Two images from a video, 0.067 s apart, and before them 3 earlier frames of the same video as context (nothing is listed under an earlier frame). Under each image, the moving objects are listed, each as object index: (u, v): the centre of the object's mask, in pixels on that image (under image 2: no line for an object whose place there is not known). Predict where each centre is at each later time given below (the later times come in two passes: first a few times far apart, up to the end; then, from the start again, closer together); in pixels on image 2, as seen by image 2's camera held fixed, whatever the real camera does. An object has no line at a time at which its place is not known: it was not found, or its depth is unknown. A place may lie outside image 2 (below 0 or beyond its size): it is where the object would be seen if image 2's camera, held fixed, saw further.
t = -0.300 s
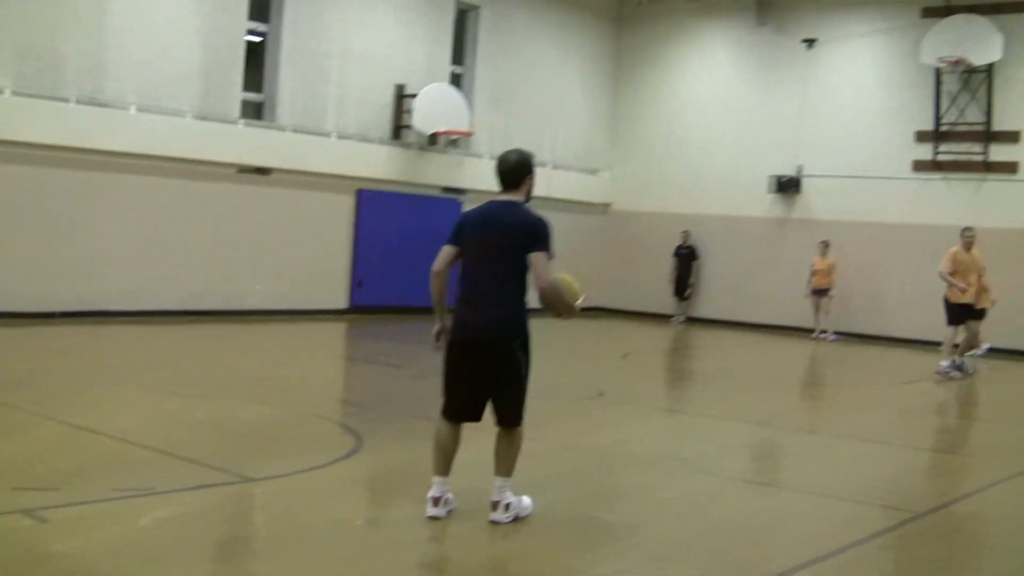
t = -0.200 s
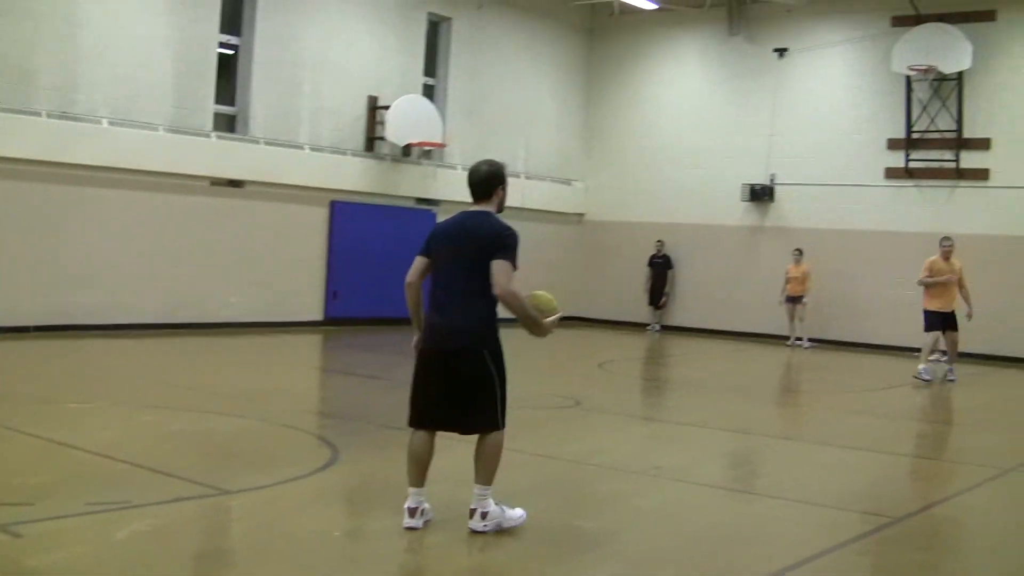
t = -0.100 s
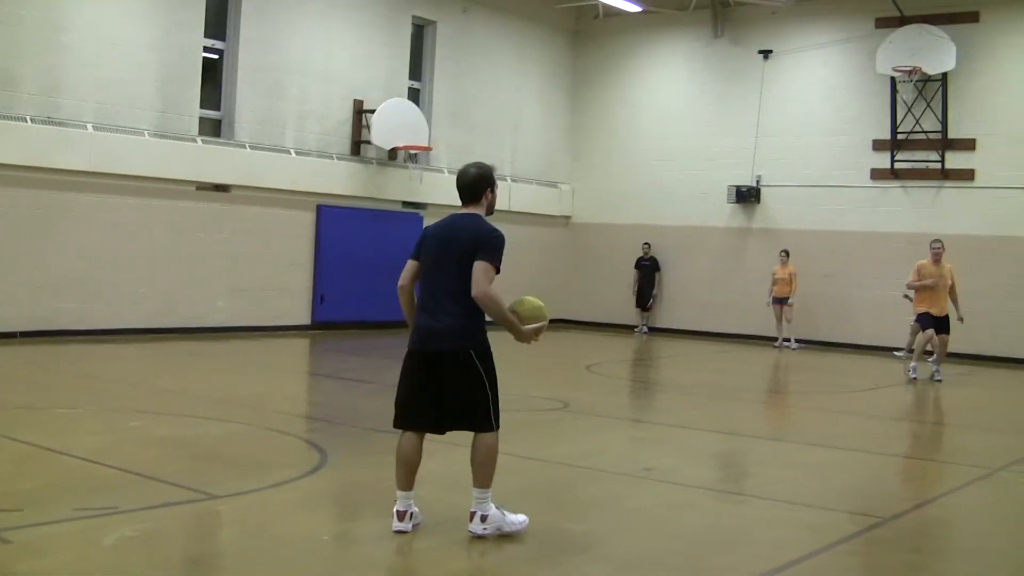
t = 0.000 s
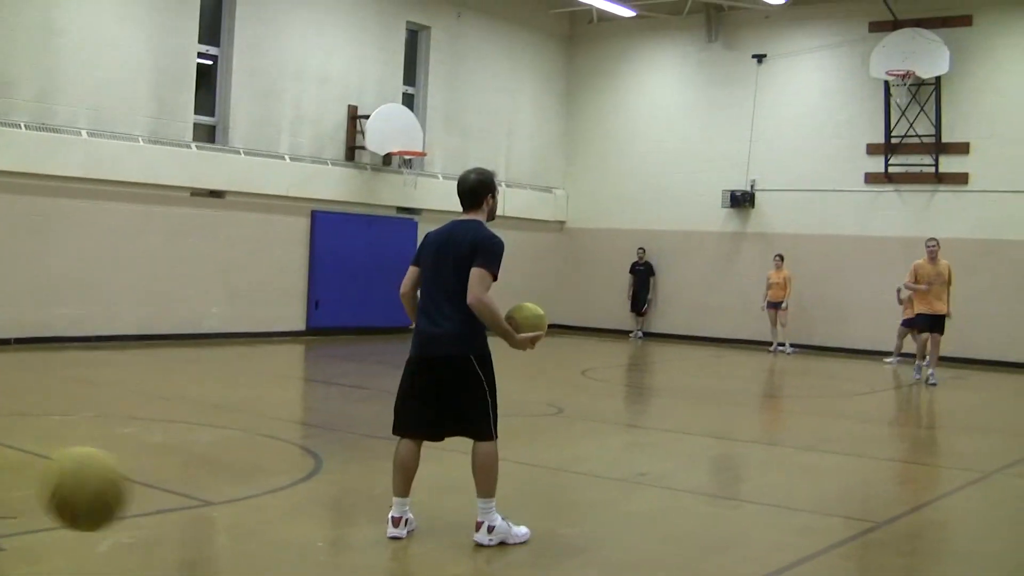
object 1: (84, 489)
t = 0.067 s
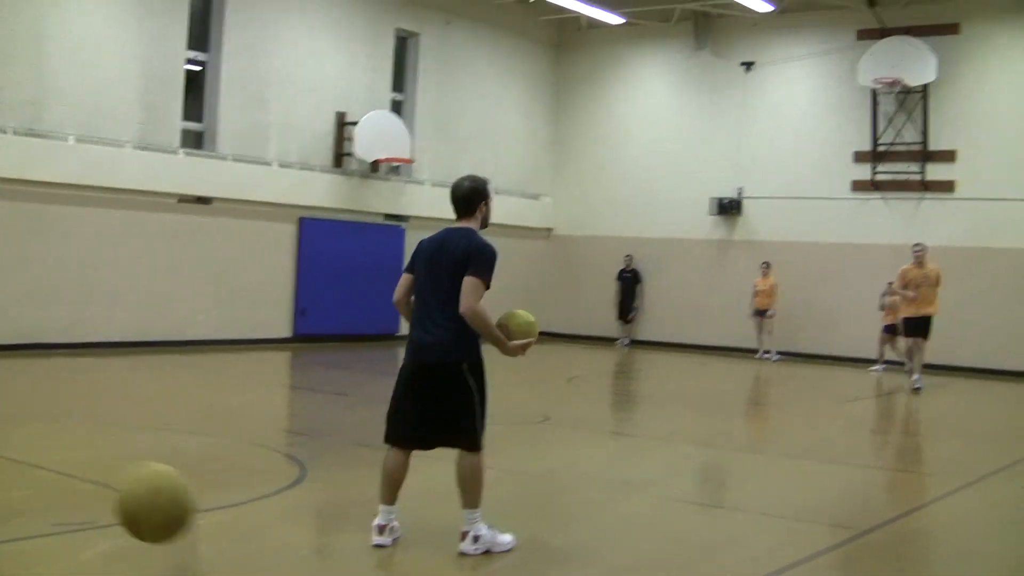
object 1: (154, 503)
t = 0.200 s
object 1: (297, 539)
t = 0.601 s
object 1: (606, 524)
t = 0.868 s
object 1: (744, 567)
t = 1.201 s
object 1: (876, 502)
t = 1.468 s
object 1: (951, 508)
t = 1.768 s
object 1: (1009, 508)
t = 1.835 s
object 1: (1022, 497)
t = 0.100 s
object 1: (196, 513)
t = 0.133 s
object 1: (233, 527)
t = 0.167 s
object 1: (267, 535)
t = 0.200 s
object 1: (297, 539)
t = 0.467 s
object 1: (517, 558)
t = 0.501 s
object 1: (540, 552)
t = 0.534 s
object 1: (563, 540)
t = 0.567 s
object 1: (585, 530)
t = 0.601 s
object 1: (606, 524)
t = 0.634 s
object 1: (626, 520)
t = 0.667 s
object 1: (646, 519)
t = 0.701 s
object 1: (664, 520)
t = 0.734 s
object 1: (683, 525)
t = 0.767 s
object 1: (699, 532)
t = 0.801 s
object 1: (716, 542)
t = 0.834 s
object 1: (729, 553)
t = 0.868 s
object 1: (744, 567)
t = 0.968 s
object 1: (789, 551)
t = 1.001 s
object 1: (802, 537)
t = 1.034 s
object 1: (816, 524)
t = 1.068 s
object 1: (828, 515)
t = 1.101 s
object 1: (842, 507)
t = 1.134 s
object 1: (854, 503)
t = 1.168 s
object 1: (866, 502)
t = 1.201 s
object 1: (876, 502)
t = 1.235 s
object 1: (887, 505)
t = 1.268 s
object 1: (897, 510)
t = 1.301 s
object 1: (906, 516)
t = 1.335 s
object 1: (916, 525)
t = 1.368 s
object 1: (924, 538)
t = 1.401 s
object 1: (933, 533)
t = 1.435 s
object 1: (942, 519)
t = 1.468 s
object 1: (951, 508)
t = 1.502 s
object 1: (960, 500)
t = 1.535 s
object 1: (968, 496)
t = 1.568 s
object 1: (975, 493)
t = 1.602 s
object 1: (981, 490)
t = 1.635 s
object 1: (987, 490)
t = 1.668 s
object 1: (993, 493)
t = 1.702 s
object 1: (998, 495)
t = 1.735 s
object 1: (1003, 501)
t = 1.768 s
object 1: (1009, 508)
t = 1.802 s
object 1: (1014, 508)
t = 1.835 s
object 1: (1022, 497)
